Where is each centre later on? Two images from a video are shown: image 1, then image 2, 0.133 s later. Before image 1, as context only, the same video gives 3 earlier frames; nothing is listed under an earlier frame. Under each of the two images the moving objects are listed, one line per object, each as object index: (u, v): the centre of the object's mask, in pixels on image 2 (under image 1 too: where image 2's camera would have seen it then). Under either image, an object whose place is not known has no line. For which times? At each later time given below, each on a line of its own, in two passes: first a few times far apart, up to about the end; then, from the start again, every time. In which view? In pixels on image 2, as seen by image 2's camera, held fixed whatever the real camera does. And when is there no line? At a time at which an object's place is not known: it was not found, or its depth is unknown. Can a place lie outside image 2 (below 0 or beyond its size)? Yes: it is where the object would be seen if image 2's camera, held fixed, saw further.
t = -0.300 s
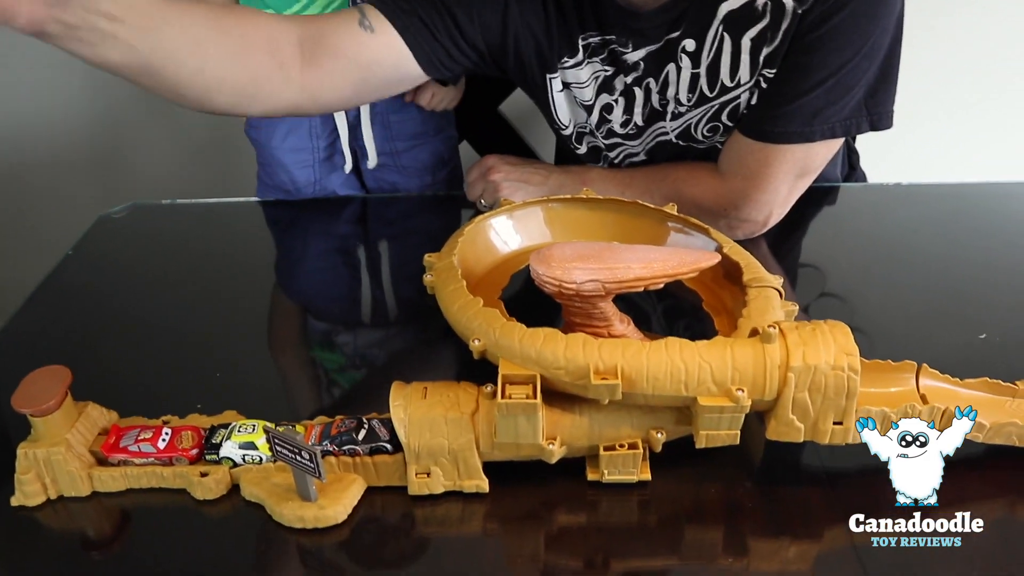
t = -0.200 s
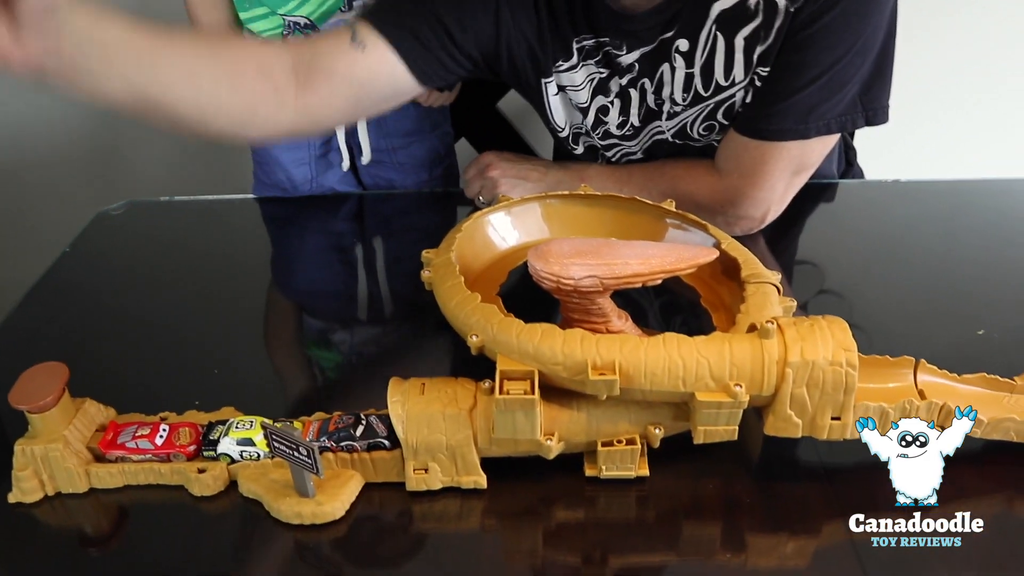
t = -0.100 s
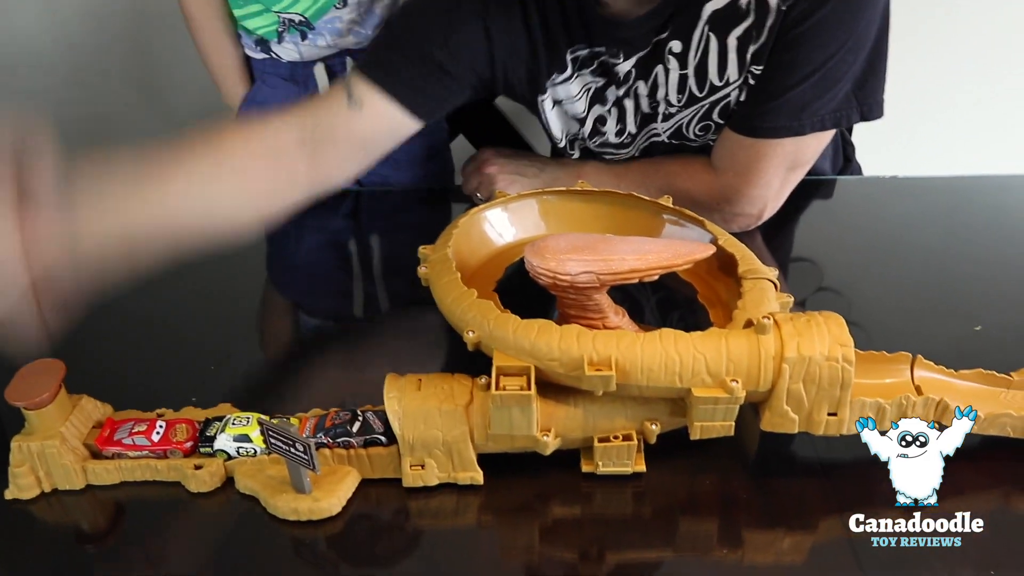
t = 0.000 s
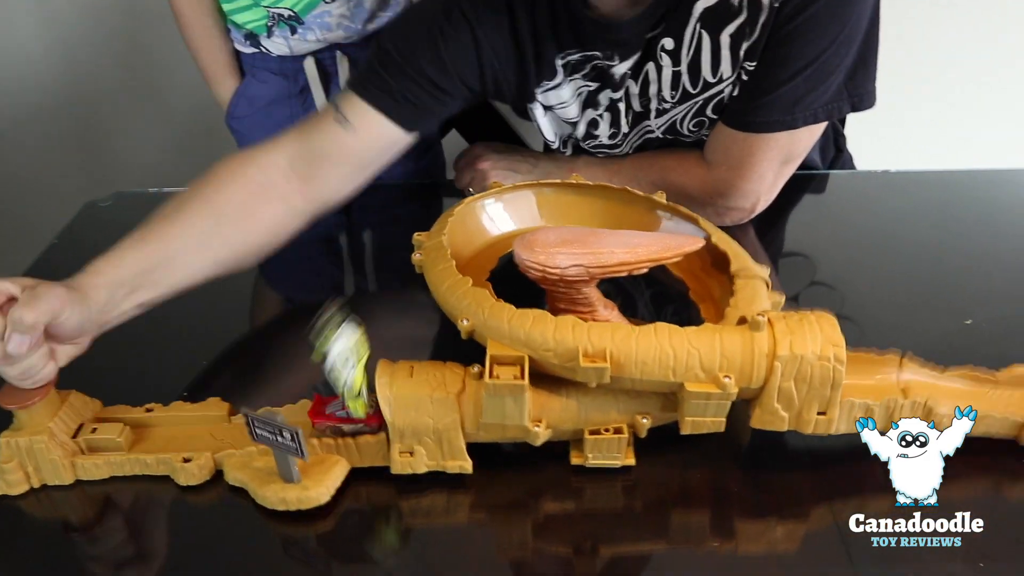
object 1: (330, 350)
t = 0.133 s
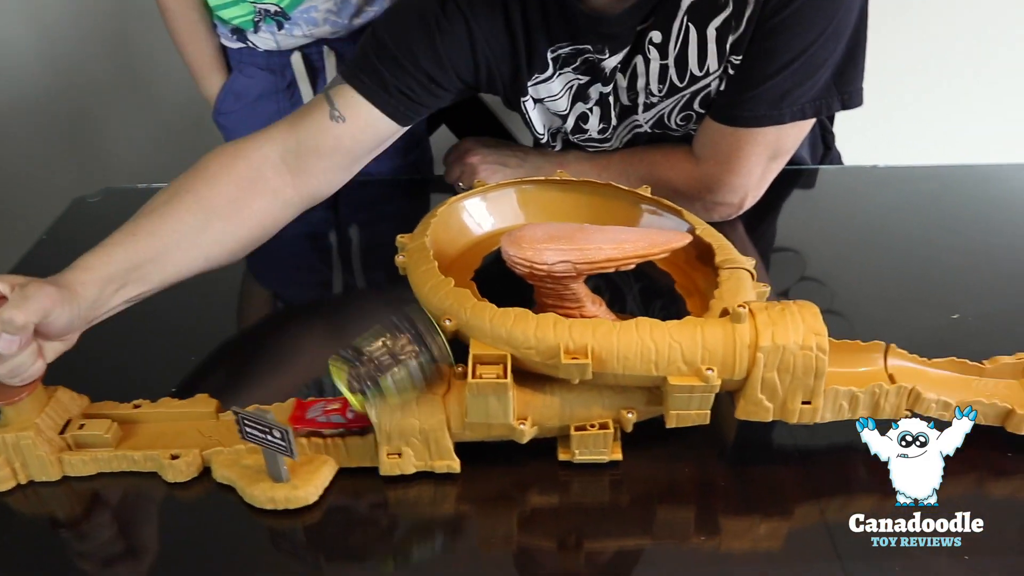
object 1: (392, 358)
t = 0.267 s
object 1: (404, 482)
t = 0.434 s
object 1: (400, 529)
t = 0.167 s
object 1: (405, 386)
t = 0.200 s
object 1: (404, 408)
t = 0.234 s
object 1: (400, 443)
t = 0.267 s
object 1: (404, 482)
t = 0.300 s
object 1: (404, 504)
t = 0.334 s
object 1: (404, 503)
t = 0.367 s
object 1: (404, 504)
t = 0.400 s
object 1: (401, 512)
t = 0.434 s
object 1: (400, 529)
